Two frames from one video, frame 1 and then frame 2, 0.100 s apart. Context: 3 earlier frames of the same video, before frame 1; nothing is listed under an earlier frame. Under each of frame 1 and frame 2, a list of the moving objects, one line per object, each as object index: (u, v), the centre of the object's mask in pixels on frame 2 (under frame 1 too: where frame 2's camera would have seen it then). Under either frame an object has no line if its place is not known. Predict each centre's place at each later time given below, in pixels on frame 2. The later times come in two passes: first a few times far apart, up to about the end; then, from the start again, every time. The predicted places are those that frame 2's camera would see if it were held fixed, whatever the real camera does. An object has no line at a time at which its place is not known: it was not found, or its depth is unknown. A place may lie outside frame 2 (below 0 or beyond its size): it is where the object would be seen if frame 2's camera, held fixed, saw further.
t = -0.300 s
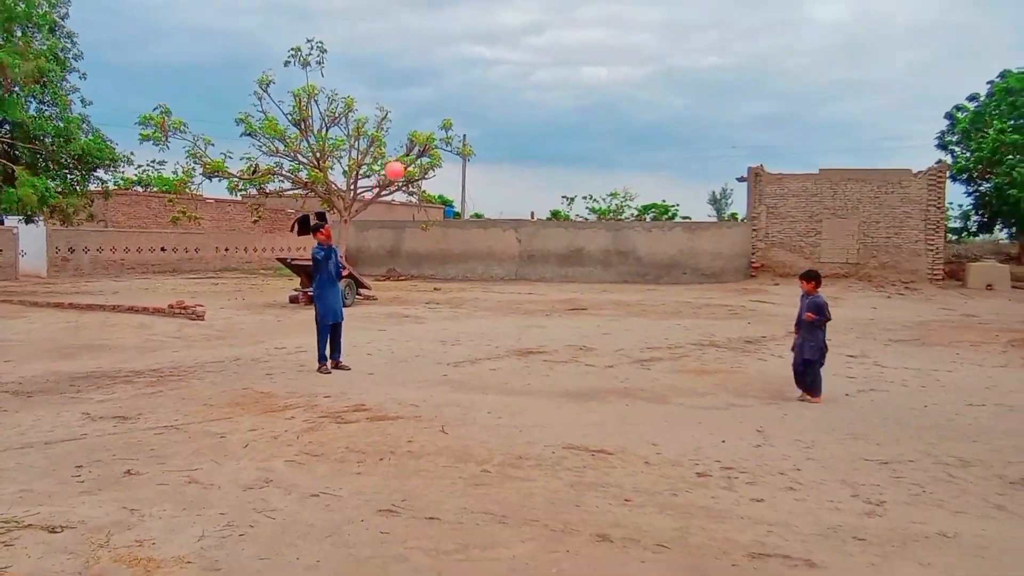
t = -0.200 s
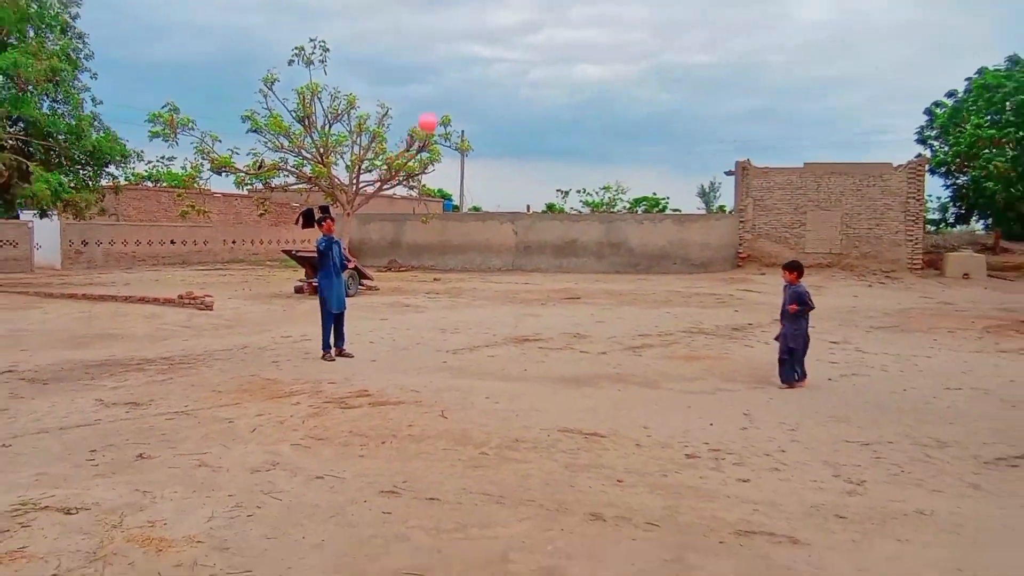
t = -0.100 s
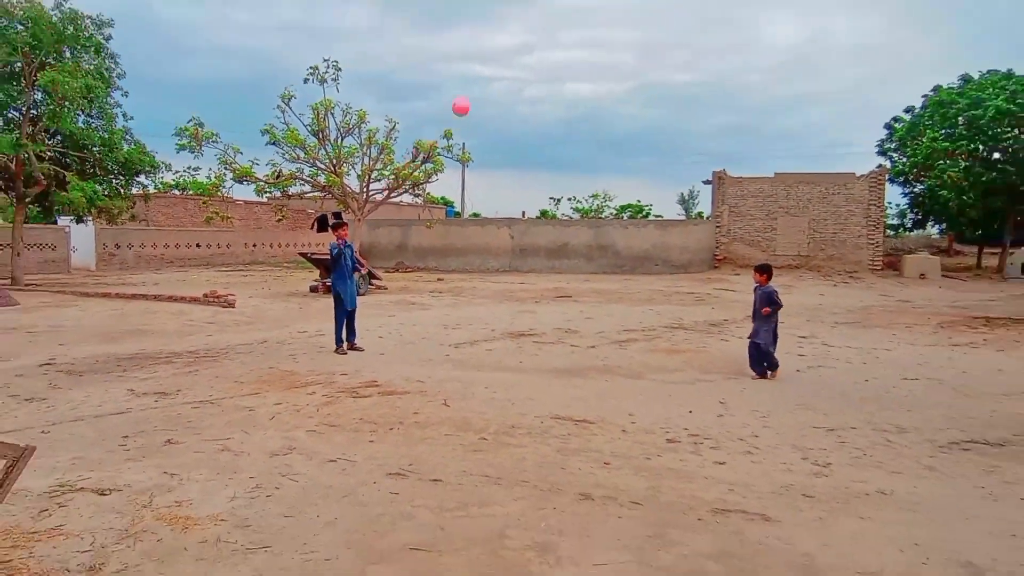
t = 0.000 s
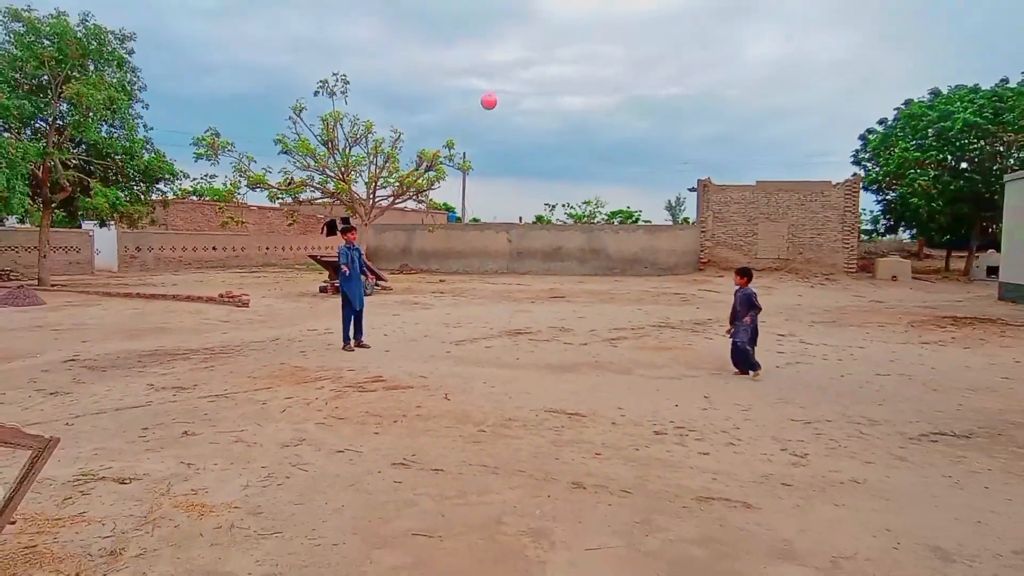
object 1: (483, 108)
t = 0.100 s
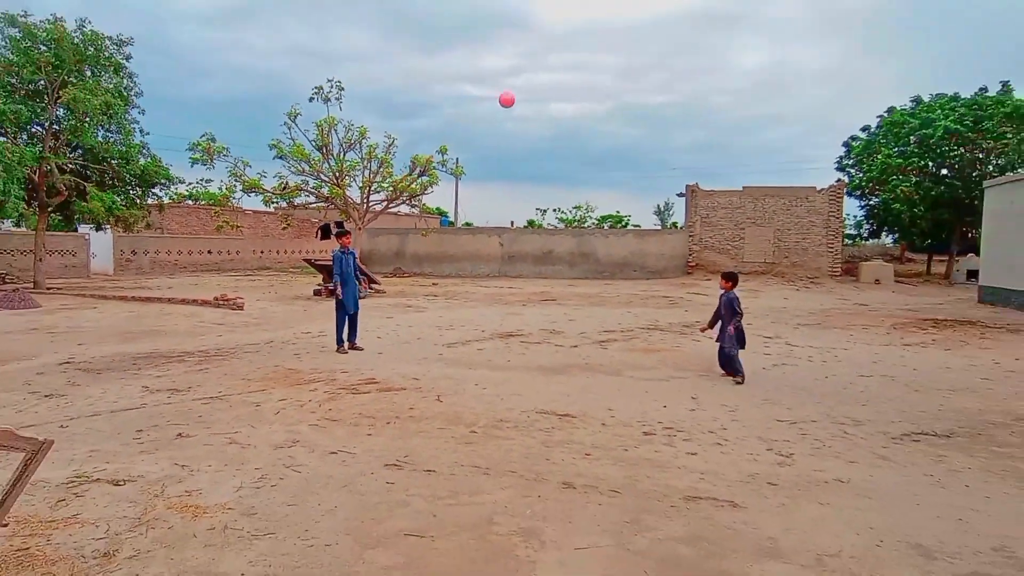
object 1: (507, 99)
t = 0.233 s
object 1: (538, 100)
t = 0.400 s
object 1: (574, 124)
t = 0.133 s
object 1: (515, 98)
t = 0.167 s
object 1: (522, 98)
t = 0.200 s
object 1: (530, 98)
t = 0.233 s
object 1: (538, 100)
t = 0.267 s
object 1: (545, 103)
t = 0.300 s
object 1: (552, 106)
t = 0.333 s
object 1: (559, 112)
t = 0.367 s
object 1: (567, 118)
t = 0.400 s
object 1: (574, 124)
